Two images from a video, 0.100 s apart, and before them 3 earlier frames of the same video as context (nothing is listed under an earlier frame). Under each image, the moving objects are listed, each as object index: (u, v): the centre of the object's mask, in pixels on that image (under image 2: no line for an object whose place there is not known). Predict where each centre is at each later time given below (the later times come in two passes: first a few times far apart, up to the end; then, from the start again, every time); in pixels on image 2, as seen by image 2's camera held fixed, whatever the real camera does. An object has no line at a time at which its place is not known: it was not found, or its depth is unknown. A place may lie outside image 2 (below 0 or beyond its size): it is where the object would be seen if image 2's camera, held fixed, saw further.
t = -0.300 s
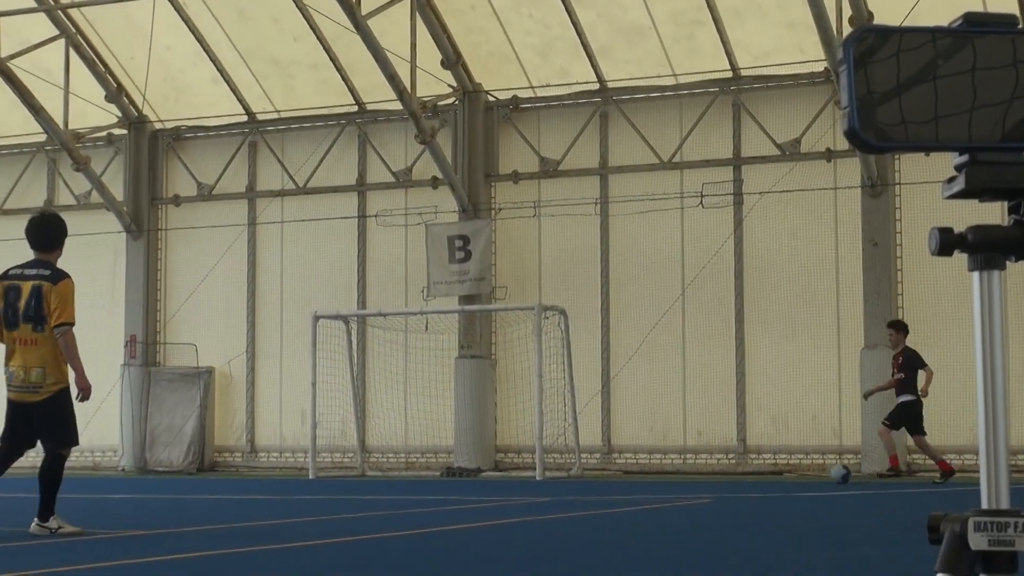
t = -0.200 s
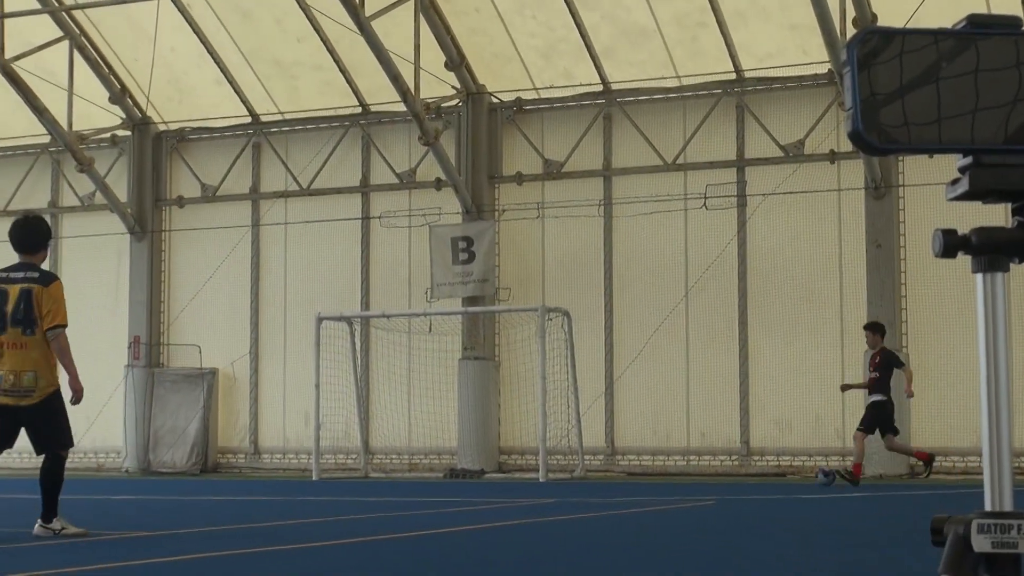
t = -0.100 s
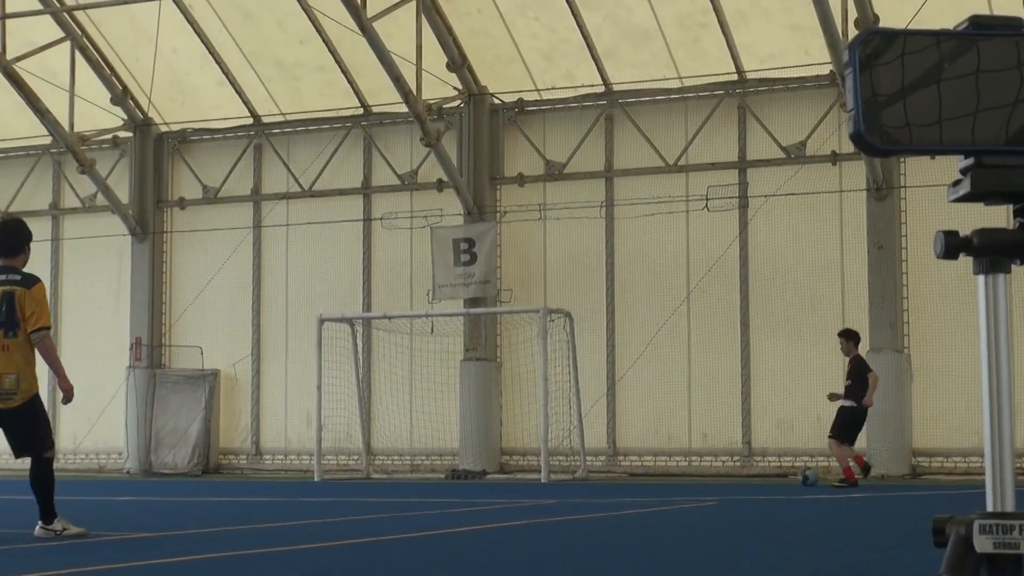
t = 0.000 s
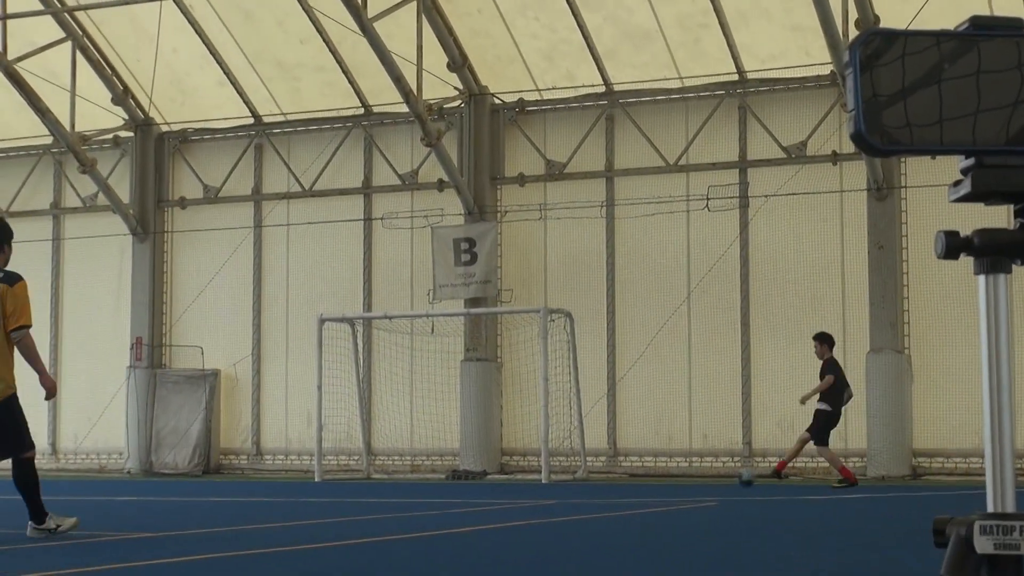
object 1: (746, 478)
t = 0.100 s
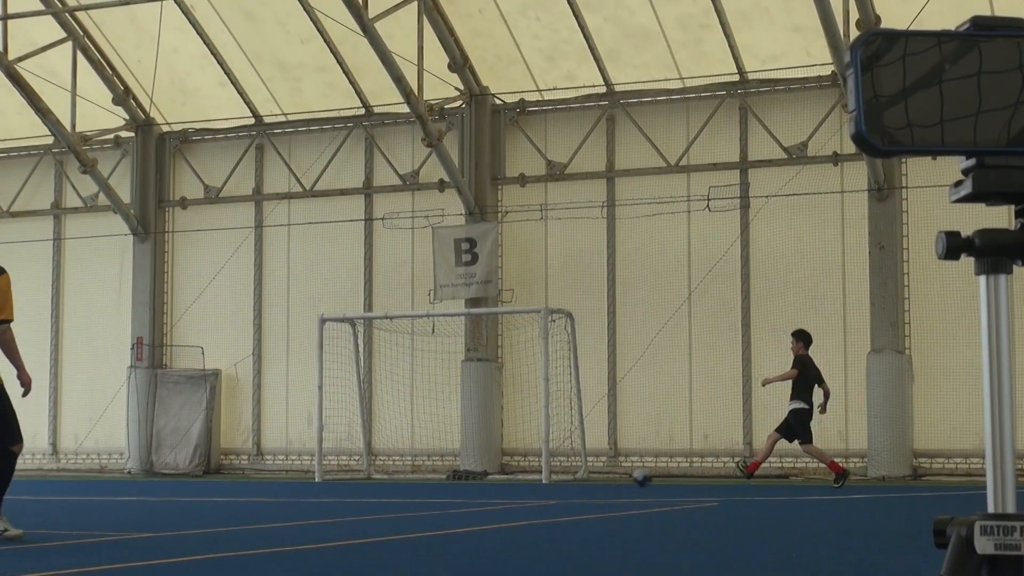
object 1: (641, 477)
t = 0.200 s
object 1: (549, 479)
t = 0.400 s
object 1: (392, 477)
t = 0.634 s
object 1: (244, 476)
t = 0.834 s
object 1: (136, 477)
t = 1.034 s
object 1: (39, 476)
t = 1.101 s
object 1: (8, 475)
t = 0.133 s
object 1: (611, 477)
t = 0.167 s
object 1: (579, 477)
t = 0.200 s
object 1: (549, 479)
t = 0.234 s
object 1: (520, 478)
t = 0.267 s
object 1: (494, 476)
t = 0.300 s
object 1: (467, 478)
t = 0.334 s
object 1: (441, 477)
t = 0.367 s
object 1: (416, 477)
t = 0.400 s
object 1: (392, 477)
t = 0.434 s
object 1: (368, 477)
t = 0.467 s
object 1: (346, 476)
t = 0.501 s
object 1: (324, 478)
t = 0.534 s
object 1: (304, 477)
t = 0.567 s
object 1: (283, 476)
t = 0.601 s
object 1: (263, 474)
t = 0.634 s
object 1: (244, 476)
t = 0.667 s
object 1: (224, 476)
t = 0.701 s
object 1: (205, 476)
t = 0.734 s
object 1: (188, 477)
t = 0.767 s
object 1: (171, 476)
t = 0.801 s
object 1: (154, 475)
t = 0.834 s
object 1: (136, 477)
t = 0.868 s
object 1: (120, 476)
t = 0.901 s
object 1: (103, 475)
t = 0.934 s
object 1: (88, 476)
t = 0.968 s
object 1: (71, 477)
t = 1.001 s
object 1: (55, 476)
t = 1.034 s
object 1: (39, 476)
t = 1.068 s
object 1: (23, 475)
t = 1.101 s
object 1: (8, 475)
